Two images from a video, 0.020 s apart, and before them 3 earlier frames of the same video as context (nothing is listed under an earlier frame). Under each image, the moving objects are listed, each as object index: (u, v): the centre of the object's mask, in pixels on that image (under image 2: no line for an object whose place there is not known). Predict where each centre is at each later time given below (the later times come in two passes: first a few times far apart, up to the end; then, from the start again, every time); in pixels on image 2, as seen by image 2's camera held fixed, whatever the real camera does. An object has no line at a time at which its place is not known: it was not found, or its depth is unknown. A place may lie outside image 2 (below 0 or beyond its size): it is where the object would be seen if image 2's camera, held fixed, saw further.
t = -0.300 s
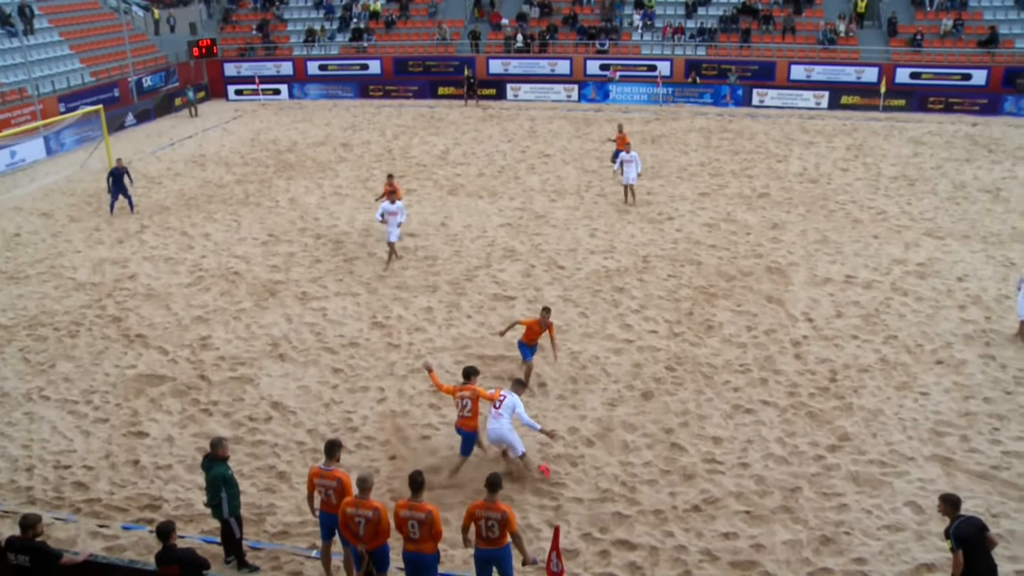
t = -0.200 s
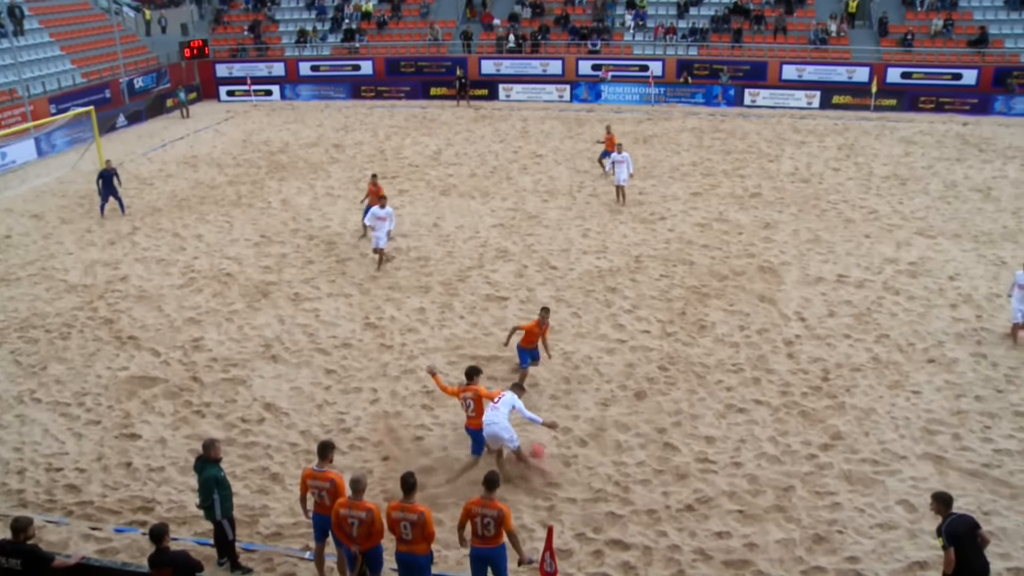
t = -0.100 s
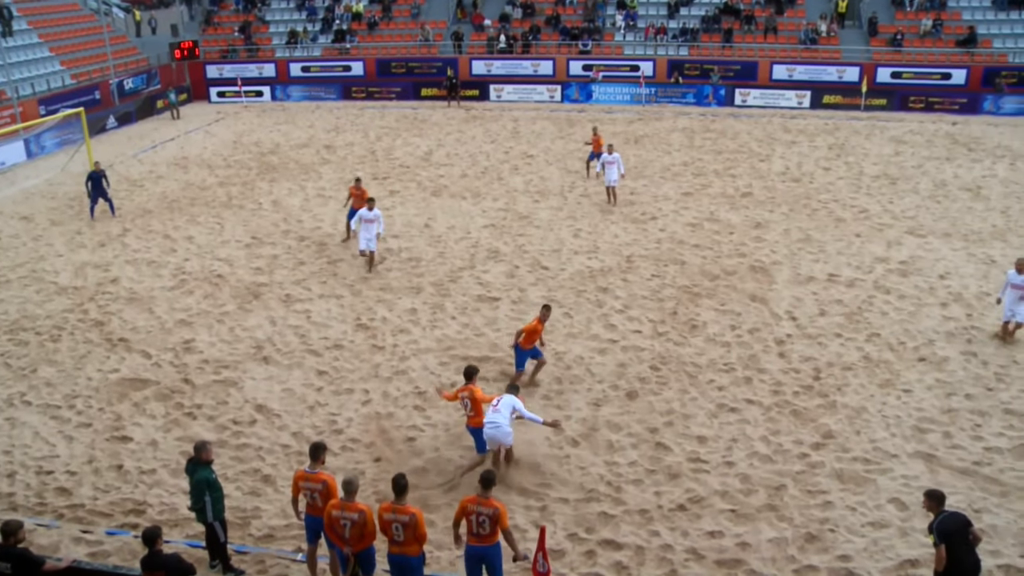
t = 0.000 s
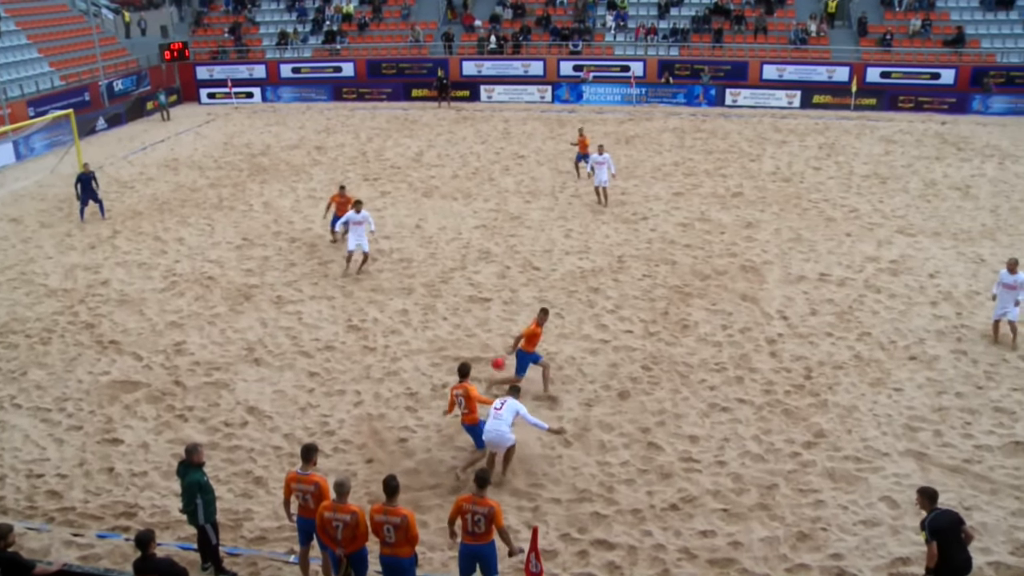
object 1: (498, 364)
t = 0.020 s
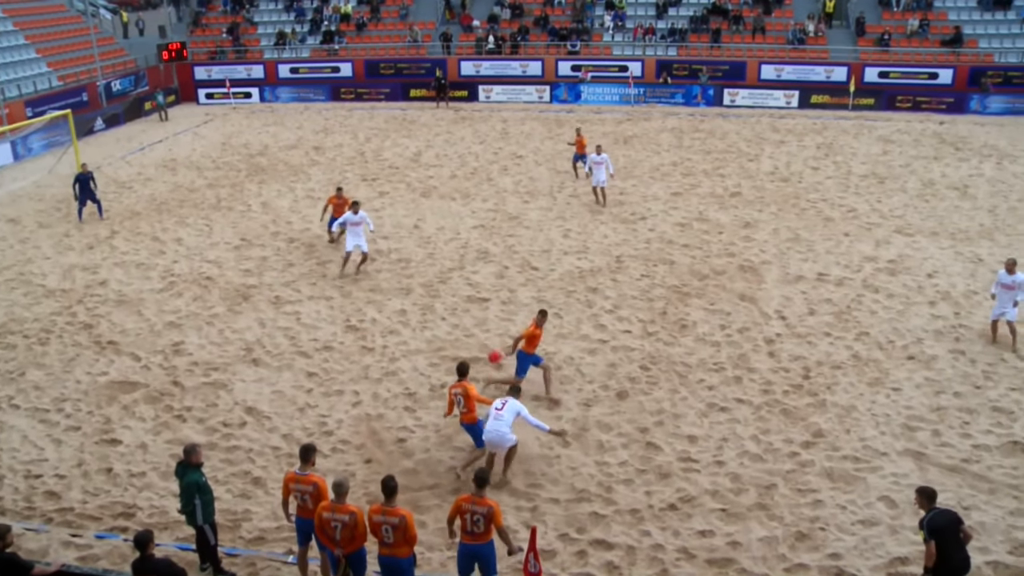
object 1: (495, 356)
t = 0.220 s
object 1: (476, 307)
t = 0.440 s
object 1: (465, 289)
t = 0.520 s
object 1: (461, 289)
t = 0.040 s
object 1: (492, 350)
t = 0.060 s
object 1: (490, 345)
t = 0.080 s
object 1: (488, 338)
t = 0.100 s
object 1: (487, 333)
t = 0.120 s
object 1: (485, 328)
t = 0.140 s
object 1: (484, 323)
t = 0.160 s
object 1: (482, 319)
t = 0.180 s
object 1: (480, 315)
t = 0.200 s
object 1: (479, 311)
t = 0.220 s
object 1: (476, 307)
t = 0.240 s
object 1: (476, 305)
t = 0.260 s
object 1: (475, 302)
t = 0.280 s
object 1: (473, 300)
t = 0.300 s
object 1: (472, 297)
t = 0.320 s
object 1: (471, 296)
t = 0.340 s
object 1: (470, 294)
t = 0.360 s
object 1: (469, 292)
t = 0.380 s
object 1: (468, 292)
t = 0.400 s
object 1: (467, 291)
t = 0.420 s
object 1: (466, 290)
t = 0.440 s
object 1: (465, 289)
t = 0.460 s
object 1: (464, 289)
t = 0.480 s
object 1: (462, 288)
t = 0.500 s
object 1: (462, 289)
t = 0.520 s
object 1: (461, 289)
